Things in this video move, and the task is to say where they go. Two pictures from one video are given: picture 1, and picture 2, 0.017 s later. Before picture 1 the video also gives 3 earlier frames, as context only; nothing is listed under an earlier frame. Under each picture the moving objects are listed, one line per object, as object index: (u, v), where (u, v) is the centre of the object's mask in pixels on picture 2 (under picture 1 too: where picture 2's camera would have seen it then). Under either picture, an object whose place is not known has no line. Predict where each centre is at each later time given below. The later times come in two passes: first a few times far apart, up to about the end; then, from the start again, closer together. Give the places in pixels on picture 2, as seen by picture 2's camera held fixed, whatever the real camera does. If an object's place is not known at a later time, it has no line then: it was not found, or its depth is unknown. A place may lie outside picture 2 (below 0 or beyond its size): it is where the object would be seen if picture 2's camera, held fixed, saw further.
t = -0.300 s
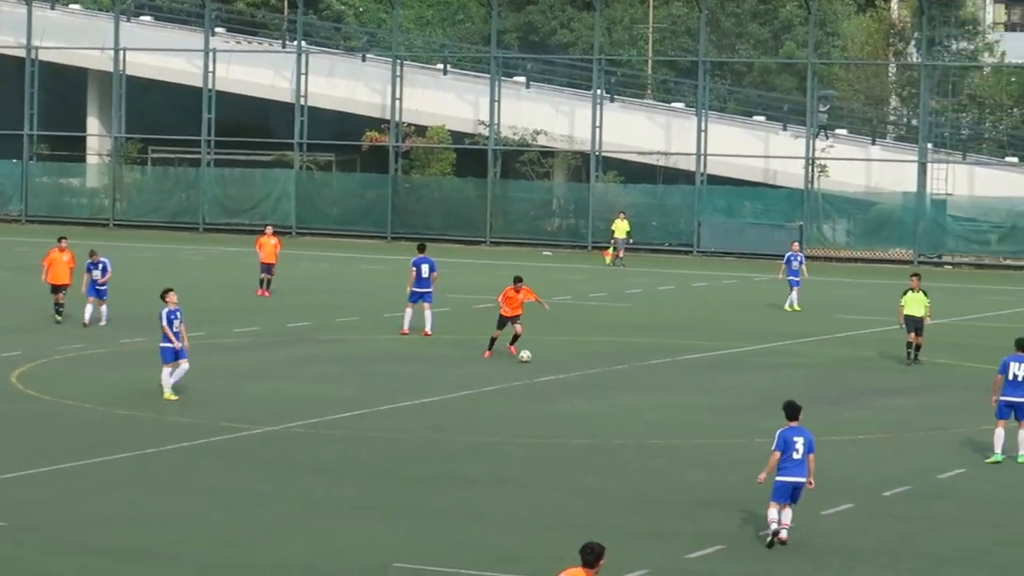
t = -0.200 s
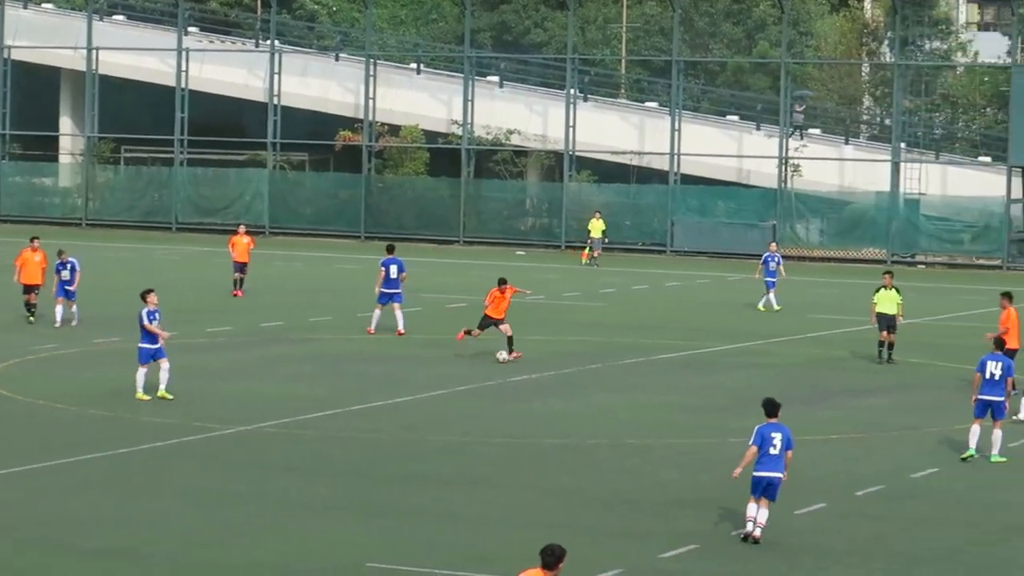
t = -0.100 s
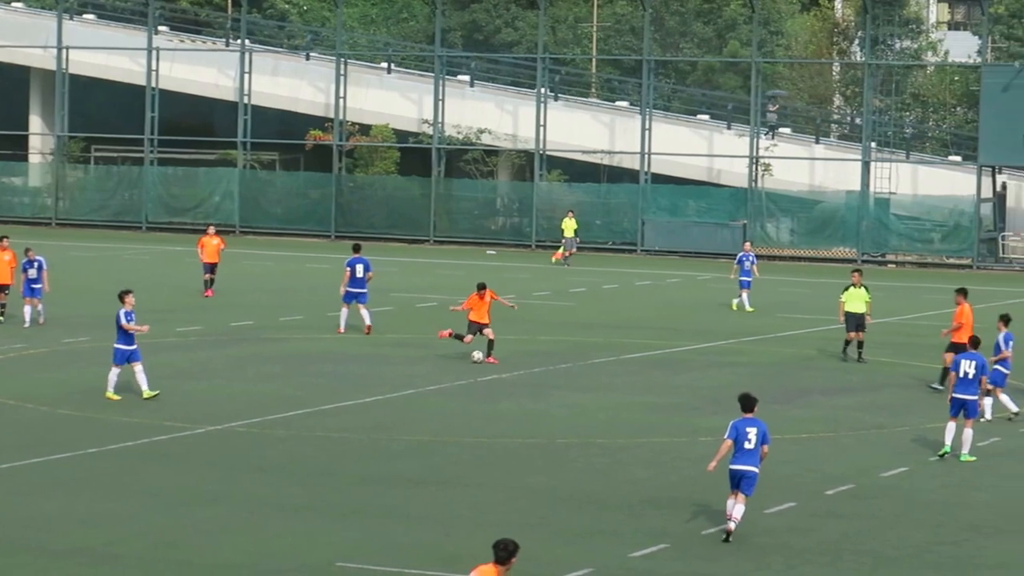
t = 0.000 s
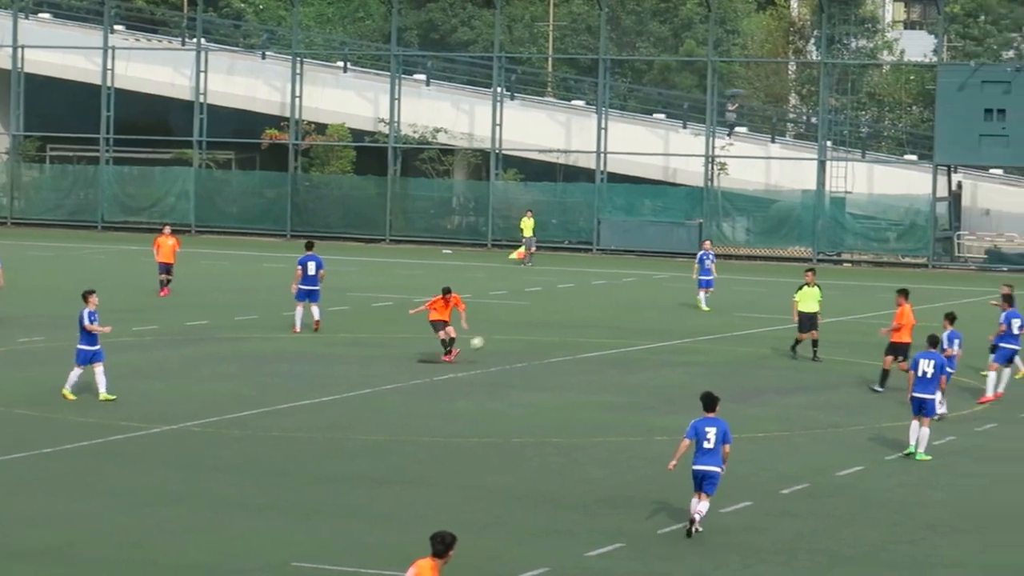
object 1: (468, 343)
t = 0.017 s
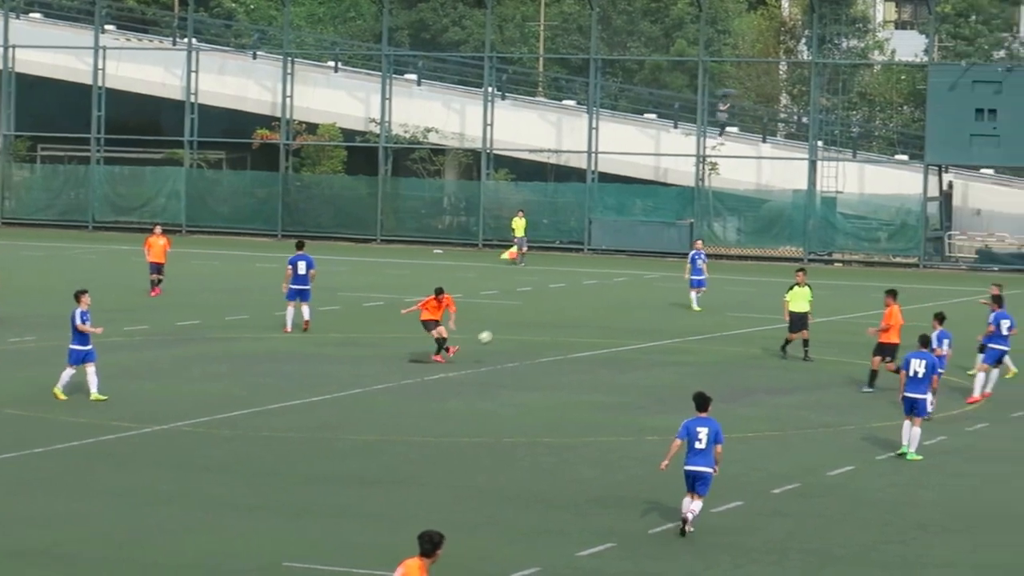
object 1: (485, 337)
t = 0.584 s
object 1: (1037, 197)
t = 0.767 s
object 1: (1200, 173)
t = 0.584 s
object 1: (1037, 197)
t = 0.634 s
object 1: (1080, 189)
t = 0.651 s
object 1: (1095, 186)
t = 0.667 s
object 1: (1109, 184)
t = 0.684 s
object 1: (1124, 182)
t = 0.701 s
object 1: (1139, 180)
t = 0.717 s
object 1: (1154, 179)
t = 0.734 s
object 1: (1168, 176)
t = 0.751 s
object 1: (1184, 175)
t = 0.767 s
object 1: (1200, 173)
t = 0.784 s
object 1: (1217, 172)
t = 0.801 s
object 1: (1233, 171)
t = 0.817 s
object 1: (1249, 170)
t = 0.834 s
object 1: (1266, 169)
